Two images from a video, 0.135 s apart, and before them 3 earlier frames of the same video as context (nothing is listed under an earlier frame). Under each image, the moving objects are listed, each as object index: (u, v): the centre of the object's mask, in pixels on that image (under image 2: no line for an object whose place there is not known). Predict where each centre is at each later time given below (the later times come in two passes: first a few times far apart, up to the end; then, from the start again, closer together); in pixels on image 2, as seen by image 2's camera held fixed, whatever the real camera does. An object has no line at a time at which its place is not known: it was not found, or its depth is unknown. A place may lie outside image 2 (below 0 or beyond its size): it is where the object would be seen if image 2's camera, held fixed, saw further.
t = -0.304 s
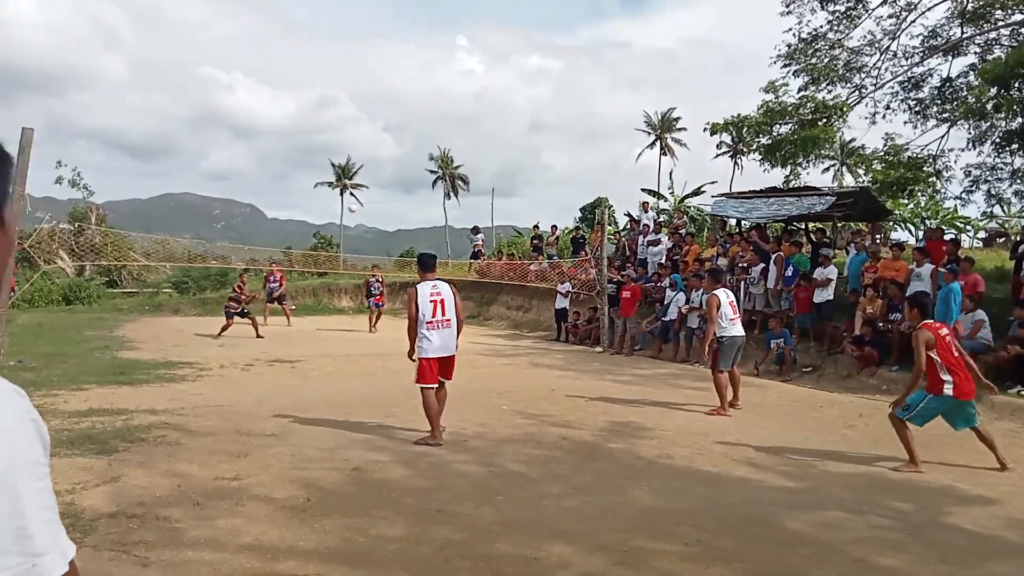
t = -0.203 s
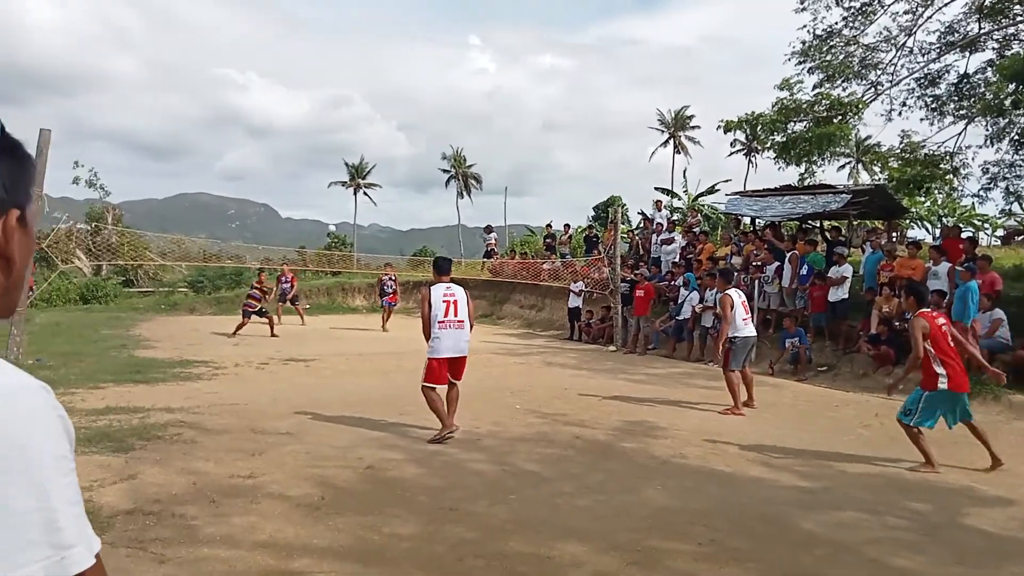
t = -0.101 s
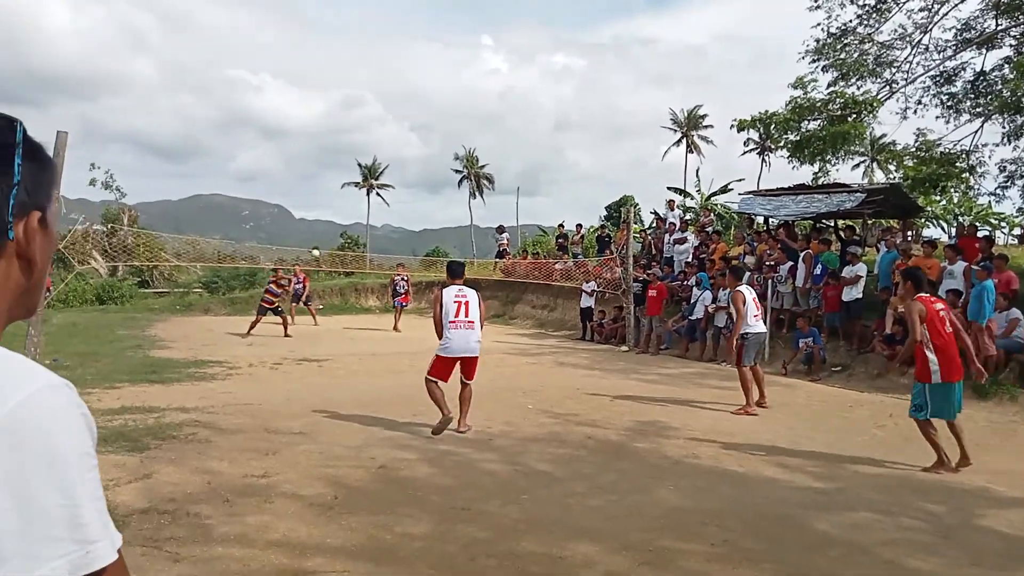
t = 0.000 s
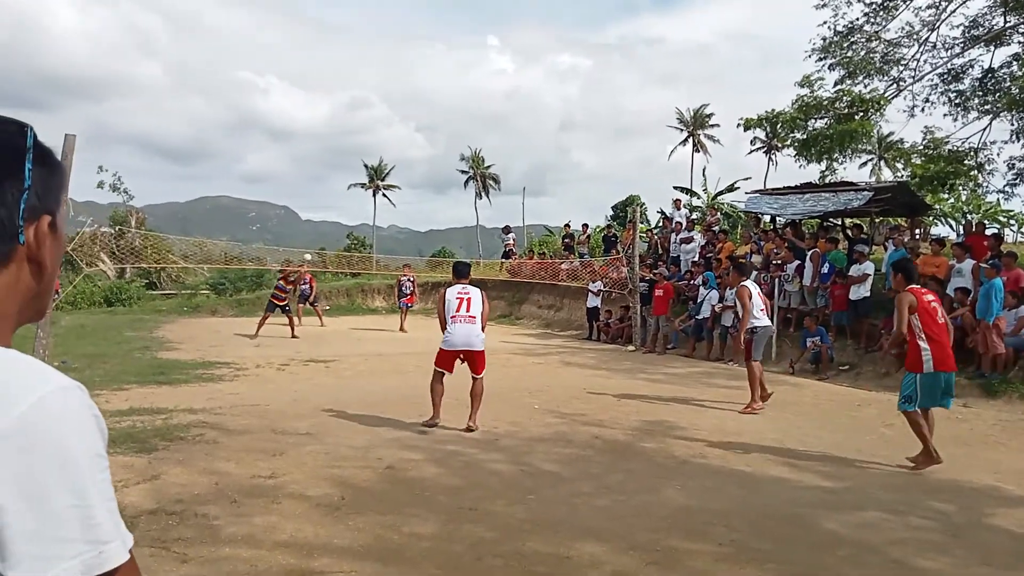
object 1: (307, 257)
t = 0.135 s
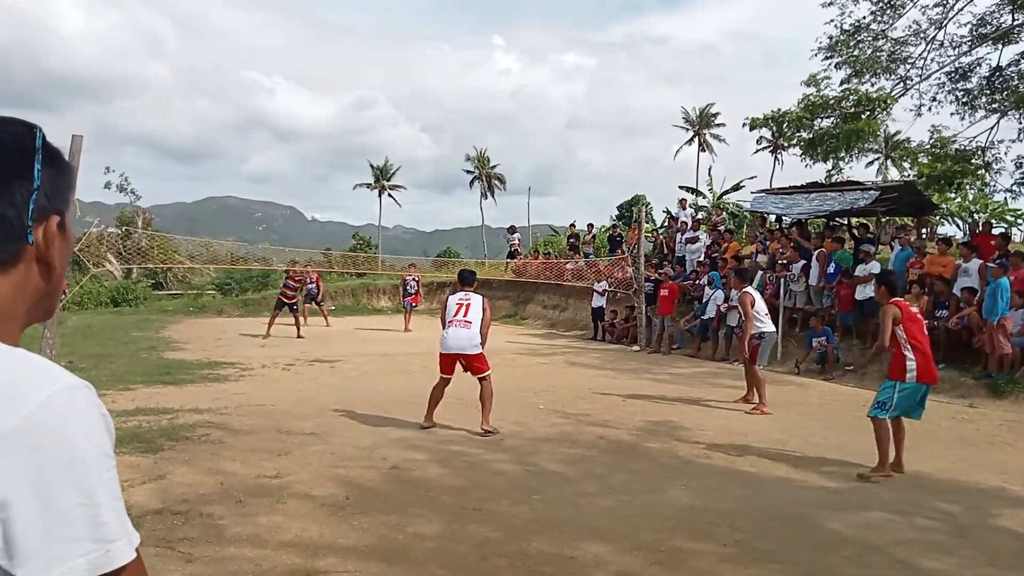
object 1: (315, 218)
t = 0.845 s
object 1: (300, 76)
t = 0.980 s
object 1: (290, 78)
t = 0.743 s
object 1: (307, 84)
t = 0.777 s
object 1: (305, 81)
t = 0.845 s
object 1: (300, 76)
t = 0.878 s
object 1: (298, 76)
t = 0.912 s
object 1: (296, 75)
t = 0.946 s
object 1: (293, 77)
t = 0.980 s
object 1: (290, 78)
